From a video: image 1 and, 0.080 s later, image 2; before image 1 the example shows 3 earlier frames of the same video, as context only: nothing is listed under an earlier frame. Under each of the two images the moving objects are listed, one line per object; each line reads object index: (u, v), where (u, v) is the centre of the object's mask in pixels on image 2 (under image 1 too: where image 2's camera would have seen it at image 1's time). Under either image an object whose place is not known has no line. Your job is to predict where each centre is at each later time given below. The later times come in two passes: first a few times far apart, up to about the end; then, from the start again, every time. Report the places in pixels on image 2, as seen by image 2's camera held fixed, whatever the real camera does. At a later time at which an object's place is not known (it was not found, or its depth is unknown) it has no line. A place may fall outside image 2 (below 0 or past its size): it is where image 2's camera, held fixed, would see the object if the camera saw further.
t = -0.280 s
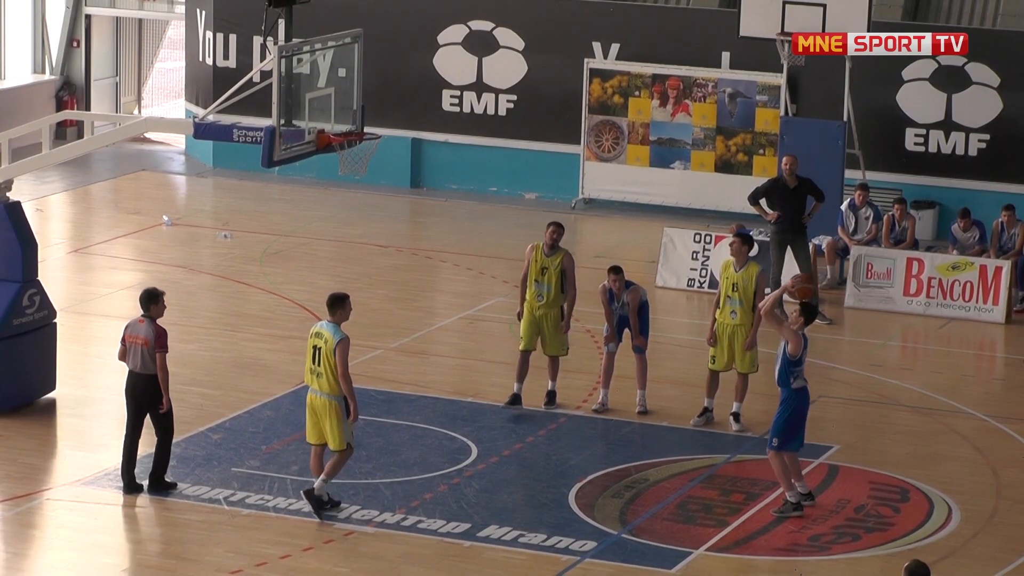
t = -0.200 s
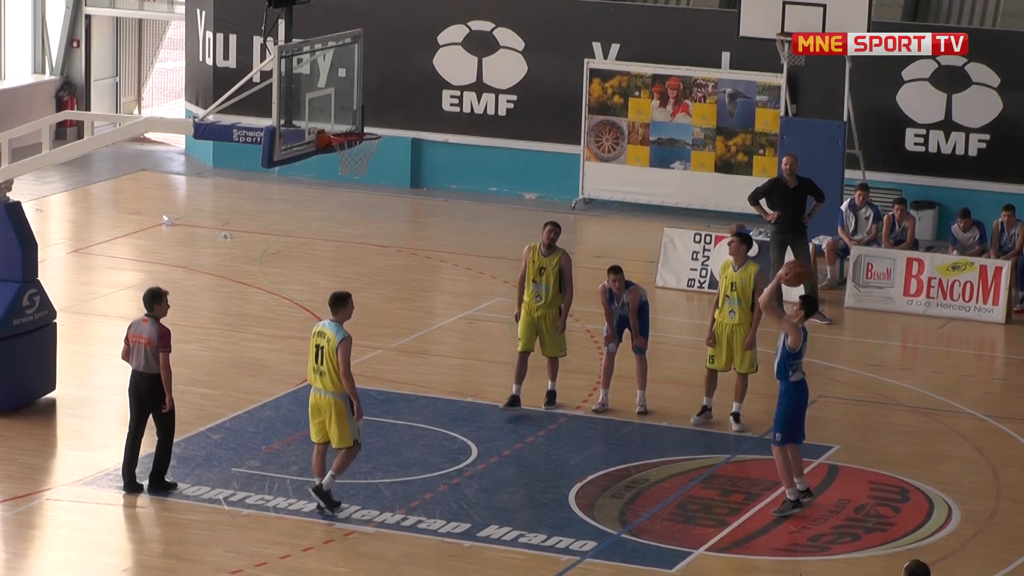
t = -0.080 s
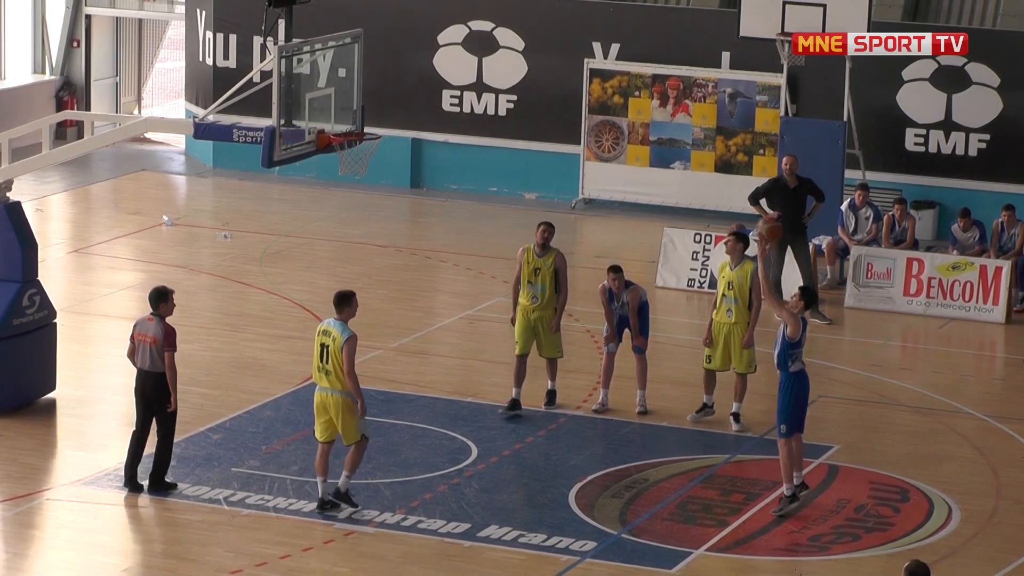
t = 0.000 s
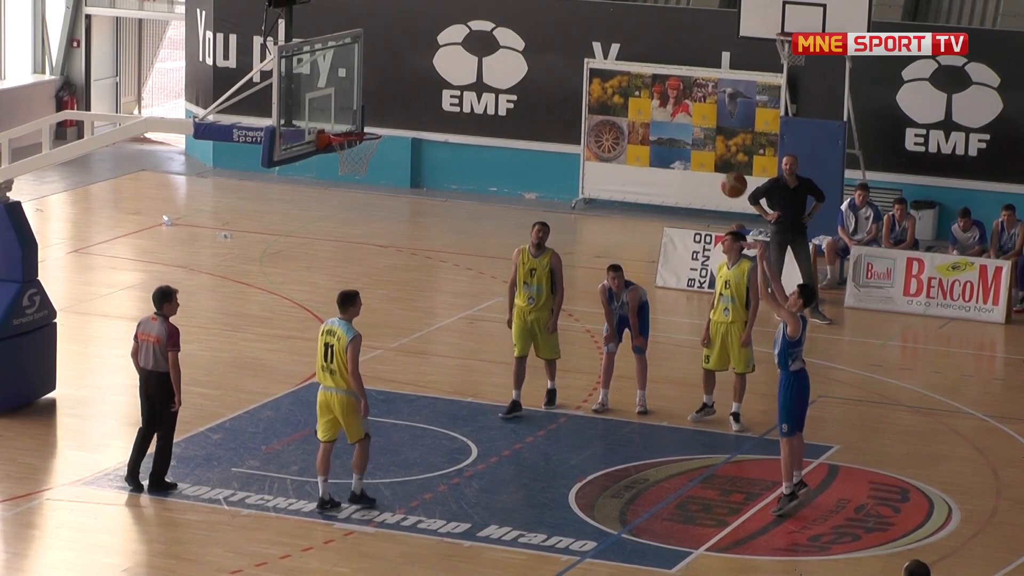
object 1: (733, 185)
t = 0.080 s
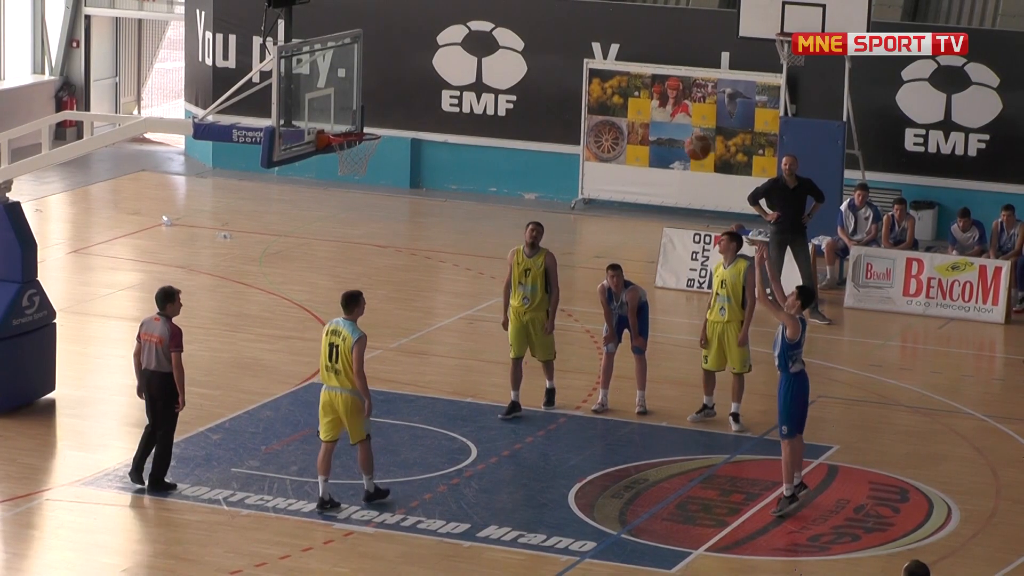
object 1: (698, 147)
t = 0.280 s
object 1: (609, 82)
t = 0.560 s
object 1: (489, 64)
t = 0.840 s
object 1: (372, 124)
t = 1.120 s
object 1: (333, 119)
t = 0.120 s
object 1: (680, 131)
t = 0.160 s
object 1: (662, 116)
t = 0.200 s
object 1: (645, 104)
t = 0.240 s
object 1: (626, 92)
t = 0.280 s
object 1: (609, 82)
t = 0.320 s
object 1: (592, 75)
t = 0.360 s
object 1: (574, 69)
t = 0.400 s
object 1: (557, 64)
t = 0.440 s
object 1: (540, 62)
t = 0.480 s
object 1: (523, 62)
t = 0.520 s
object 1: (506, 62)
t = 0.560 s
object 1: (489, 64)
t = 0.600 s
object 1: (472, 69)
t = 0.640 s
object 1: (455, 74)
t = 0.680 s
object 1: (438, 81)
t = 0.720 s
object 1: (422, 89)
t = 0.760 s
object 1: (404, 100)
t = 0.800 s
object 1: (388, 111)
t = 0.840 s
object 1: (372, 124)
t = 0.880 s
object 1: (360, 128)
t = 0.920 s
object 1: (348, 127)
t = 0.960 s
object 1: (341, 128)
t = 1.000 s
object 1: (339, 125)
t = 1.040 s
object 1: (337, 121)
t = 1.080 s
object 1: (335, 119)
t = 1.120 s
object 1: (333, 119)
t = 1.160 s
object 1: (331, 120)
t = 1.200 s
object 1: (329, 123)
